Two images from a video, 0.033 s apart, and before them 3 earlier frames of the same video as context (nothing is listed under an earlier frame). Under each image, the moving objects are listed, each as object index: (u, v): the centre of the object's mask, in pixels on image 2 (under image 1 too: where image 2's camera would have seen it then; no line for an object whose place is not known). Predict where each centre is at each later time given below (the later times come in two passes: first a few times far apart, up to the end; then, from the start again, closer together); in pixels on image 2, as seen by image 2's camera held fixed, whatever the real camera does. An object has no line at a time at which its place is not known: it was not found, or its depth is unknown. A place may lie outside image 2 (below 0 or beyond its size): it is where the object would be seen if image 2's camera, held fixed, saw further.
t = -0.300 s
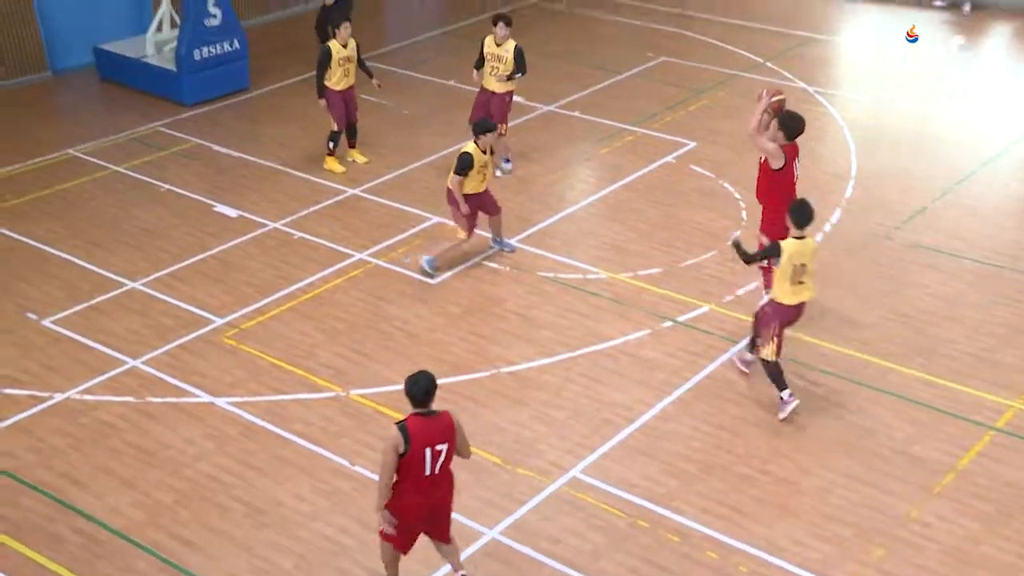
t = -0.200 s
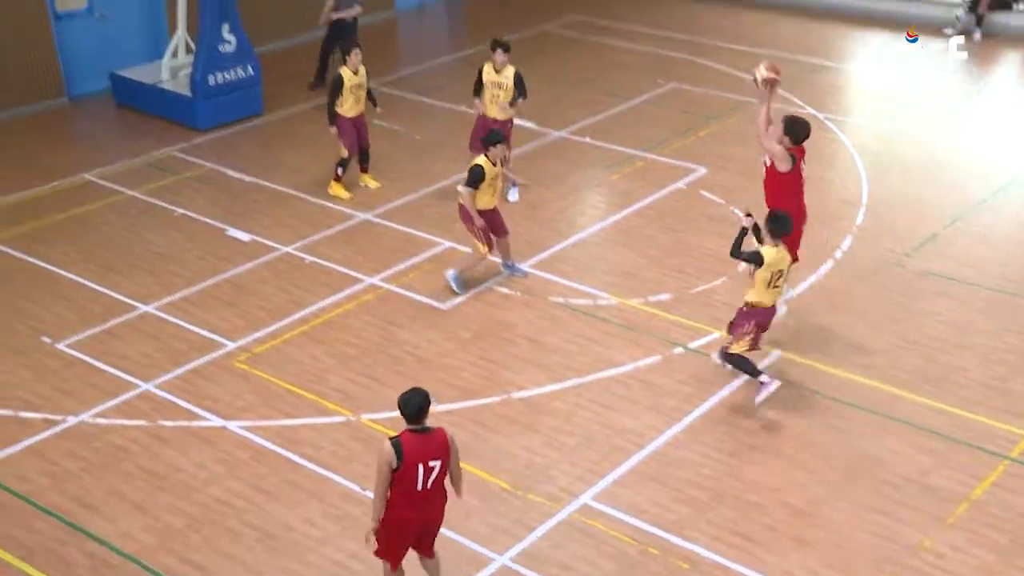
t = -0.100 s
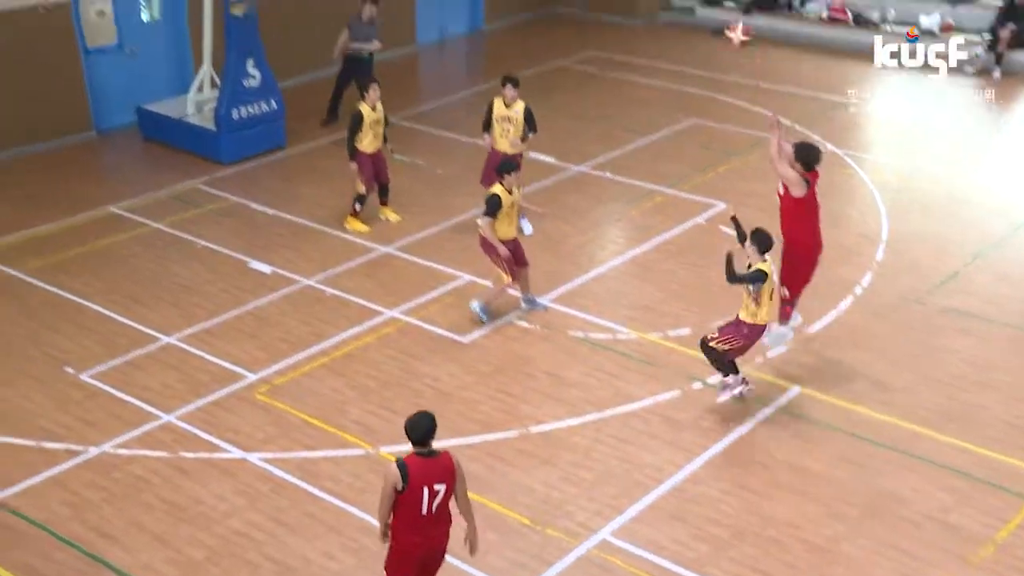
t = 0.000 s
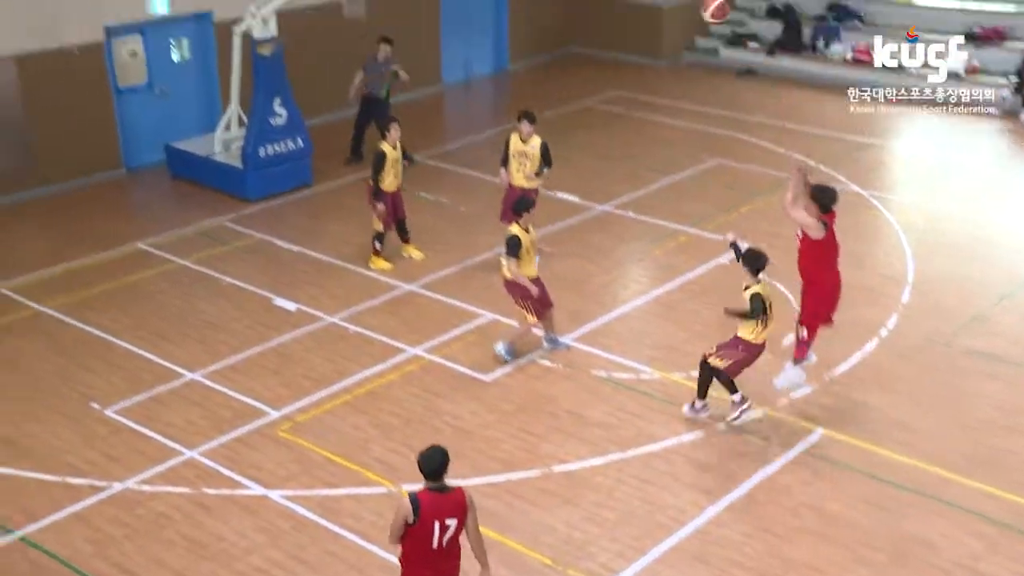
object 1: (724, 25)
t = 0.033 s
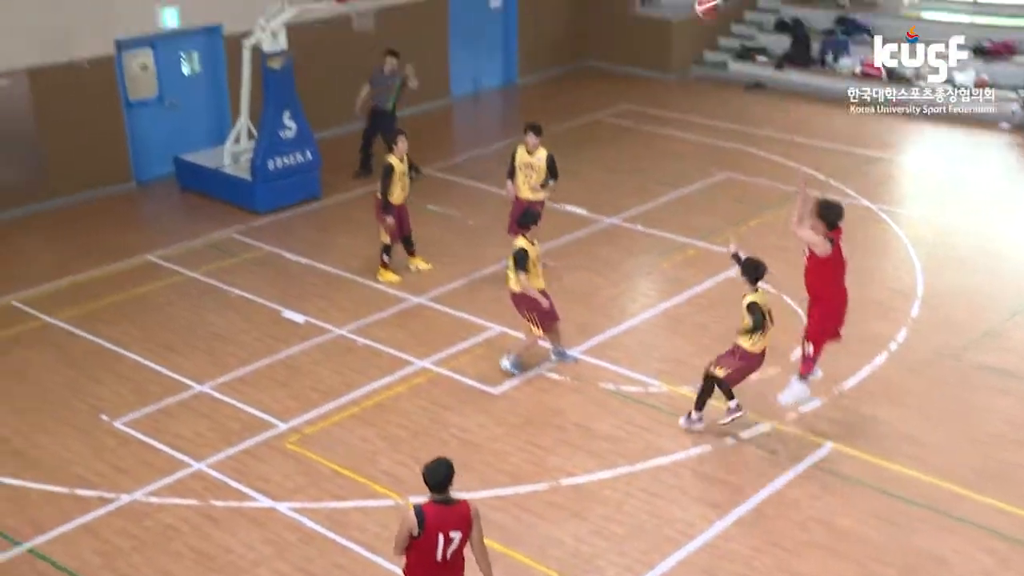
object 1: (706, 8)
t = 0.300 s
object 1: (596, -83)
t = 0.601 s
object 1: (487, -113)
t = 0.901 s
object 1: (397, -49)
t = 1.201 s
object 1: (355, 21)
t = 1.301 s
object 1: (366, 42)
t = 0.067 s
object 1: (693, -7)
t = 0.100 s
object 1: (679, -20)
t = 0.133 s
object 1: (664, -33)
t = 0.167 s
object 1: (648, -45)
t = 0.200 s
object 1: (631, -56)
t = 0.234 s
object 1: (624, -66)
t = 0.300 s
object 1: (596, -83)
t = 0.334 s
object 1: (581, -89)
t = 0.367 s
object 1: (568, -97)
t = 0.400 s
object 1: (555, -103)
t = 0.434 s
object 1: (543, -108)
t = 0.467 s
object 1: (532, -112)
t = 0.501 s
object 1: (520, -114)
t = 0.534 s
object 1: (508, -115)
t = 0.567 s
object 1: (497, -114)
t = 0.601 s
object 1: (487, -113)
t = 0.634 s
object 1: (474, -109)
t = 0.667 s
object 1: (463, -104)
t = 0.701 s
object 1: (453, -99)
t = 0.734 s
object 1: (443, -92)
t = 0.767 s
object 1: (433, -84)
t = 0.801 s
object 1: (423, -77)
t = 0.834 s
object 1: (413, -68)
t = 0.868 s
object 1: (405, -60)
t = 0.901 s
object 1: (397, -49)
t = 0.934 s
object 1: (388, -40)
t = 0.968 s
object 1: (379, -27)
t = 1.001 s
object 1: (369, -16)
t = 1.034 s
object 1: (363, -3)
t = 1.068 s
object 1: (354, 6)
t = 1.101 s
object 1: (352, 10)
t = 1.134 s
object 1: (353, 11)
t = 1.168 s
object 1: (355, 18)
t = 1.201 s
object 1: (355, 21)
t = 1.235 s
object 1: (359, 28)
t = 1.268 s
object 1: (361, 29)
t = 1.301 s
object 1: (366, 42)
